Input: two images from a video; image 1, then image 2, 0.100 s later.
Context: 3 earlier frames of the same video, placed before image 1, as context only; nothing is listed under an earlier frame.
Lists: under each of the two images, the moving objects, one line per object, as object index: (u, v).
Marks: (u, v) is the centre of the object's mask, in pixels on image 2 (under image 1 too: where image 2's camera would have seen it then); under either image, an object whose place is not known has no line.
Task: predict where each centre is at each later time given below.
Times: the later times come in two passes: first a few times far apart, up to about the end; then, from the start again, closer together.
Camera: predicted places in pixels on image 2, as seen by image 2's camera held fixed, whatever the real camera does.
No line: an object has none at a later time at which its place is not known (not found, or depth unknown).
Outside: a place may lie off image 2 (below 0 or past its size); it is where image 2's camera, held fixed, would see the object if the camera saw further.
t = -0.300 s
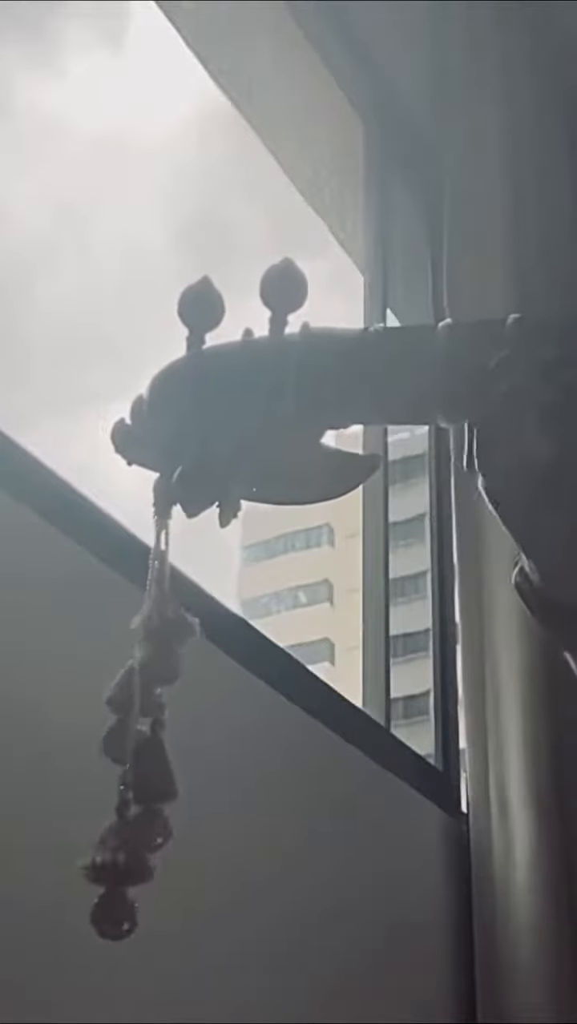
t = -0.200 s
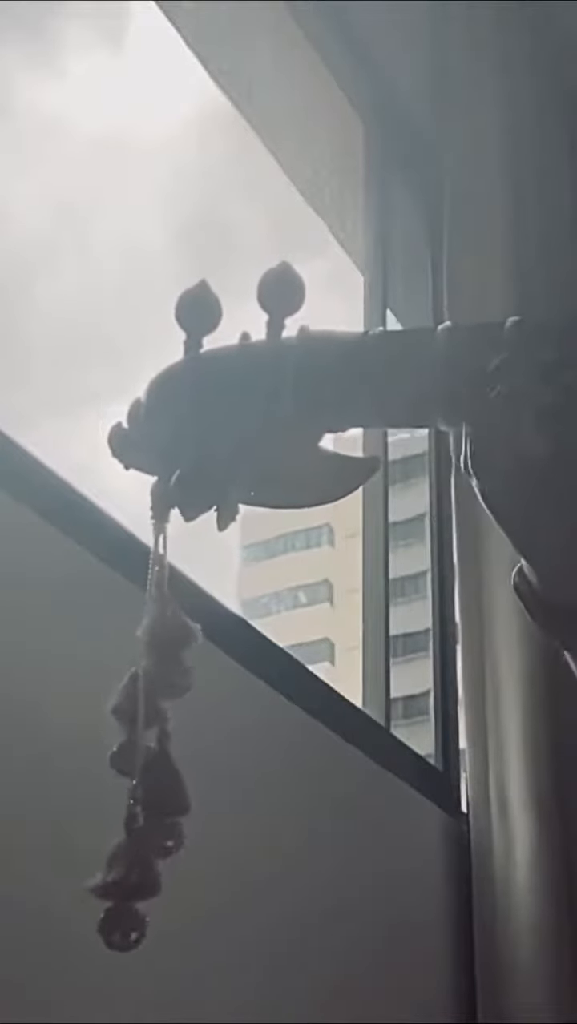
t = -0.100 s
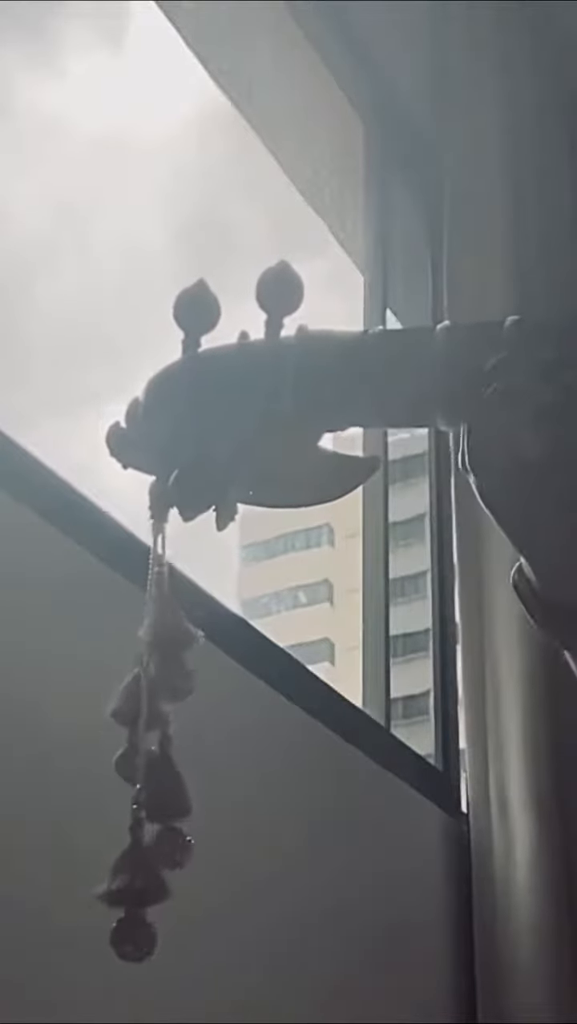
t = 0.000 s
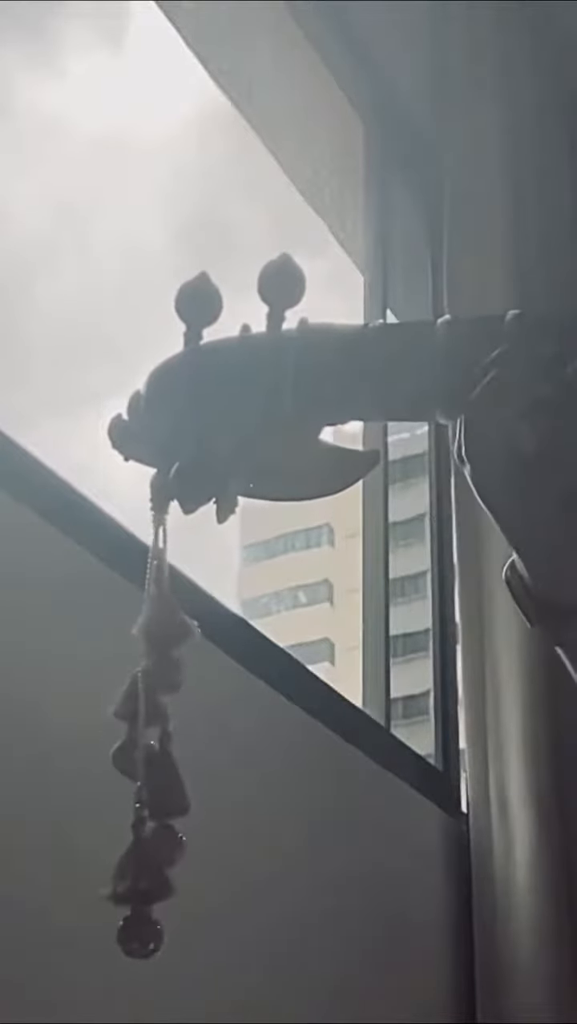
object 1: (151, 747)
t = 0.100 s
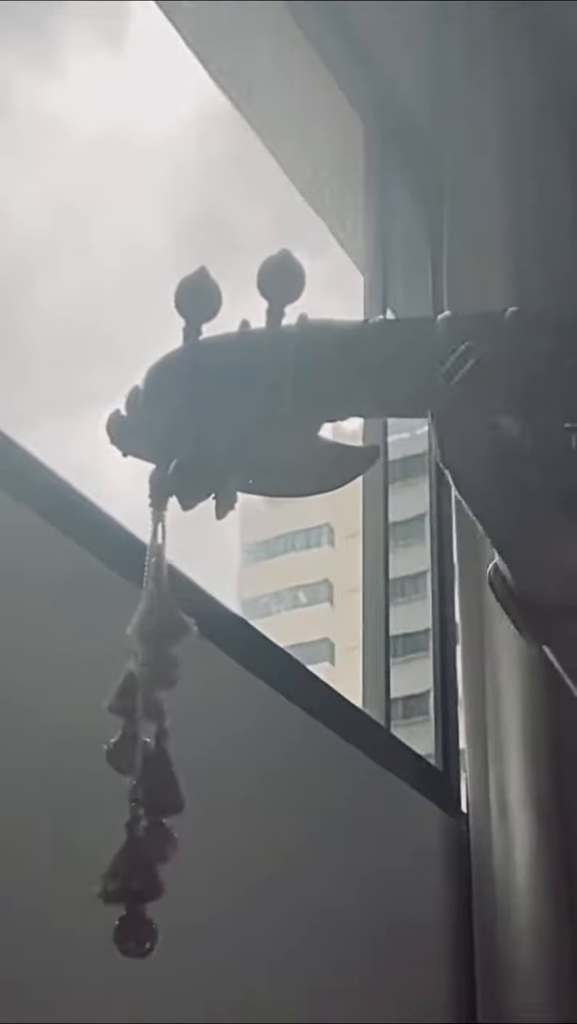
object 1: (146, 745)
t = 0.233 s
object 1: (138, 744)
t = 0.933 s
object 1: (144, 747)
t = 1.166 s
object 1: (137, 742)
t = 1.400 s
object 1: (134, 732)
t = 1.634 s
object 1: (140, 742)
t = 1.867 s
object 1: (144, 750)
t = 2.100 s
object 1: (137, 744)
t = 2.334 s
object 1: (135, 734)
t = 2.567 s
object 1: (143, 747)
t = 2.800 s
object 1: (143, 748)
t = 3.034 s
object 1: (138, 741)
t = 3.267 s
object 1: (137, 736)
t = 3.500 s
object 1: (142, 745)
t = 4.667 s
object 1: (144, 748)
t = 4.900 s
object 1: (145, 737)
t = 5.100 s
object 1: (142, 727)
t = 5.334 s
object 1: (138, 739)
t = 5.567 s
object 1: (146, 744)
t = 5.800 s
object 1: (146, 741)
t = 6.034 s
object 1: (136, 734)
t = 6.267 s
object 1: (138, 740)
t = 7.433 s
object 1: (151, 744)
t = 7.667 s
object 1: (155, 744)
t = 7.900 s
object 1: (128, 727)
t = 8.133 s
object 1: (128, 738)
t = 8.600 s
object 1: (153, 736)
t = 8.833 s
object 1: (130, 735)
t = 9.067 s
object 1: (129, 740)
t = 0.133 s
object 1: (144, 744)
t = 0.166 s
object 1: (142, 744)
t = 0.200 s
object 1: (140, 744)
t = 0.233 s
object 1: (138, 744)
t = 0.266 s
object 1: (136, 743)
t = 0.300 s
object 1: (135, 742)
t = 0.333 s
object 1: (134, 742)
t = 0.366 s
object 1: (132, 742)
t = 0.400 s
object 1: (131, 741)
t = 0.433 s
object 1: (131, 741)
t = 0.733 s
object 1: (140, 747)
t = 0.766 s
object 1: (142, 747)
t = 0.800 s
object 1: (143, 748)
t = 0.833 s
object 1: (144, 749)
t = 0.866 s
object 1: (144, 747)
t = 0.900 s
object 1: (144, 748)
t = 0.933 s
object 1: (144, 747)
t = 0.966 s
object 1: (144, 745)
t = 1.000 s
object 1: (144, 744)
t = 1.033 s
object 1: (144, 745)
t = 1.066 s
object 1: (143, 745)
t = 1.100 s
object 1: (142, 744)
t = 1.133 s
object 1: (140, 743)
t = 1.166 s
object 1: (137, 742)
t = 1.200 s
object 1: (136, 740)
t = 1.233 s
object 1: (135, 738)
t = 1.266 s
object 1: (134, 737)
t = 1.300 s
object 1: (133, 736)
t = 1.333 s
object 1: (134, 735)
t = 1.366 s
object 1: (134, 734)
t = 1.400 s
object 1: (134, 732)
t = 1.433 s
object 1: (134, 733)
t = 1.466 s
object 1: (134, 735)
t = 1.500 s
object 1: (134, 735)
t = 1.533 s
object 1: (135, 737)
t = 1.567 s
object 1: (136, 739)
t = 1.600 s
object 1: (138, 740)
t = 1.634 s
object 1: (140, 742)
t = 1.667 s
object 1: (142, 744)
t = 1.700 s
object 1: (144, 746)
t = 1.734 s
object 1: (145, 748)
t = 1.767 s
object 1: (146, 750)
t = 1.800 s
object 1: (146, 749)
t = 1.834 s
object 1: (145, 750)
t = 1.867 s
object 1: (144, 750)
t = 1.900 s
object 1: (143, 749)
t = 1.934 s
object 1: (143, 748)
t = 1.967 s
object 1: (142, 749)
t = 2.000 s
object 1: (141, 748)
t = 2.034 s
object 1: (140, 747)
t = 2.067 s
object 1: (138, 747)
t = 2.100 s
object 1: (137, 744)
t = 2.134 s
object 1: (136, 741)
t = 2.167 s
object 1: (135, 741)
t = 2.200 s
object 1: (135, 738)
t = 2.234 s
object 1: (135, 736)
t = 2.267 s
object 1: (135, 736)
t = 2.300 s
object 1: (135, 734)
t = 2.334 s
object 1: (135, 734)
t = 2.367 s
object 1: (136, 734)
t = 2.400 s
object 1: (136, 736)
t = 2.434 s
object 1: (138, 738)
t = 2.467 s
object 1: (139, 742)
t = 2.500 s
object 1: (141, 744)
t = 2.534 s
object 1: (142, 746)
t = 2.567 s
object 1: (143, 747)
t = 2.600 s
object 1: (143, 747)
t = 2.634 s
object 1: (143, 748)
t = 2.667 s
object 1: (144, 748)
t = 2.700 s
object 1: (143, 748)
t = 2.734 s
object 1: (143, 748)
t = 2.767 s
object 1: (143, 748)
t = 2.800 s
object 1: (143, 748)
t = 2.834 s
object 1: (143, 748)
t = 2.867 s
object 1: (142, 749)
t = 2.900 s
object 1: (142, 748)
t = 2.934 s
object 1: (141, 747)
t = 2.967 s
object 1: (140, 746)
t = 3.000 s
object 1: (139, 745)
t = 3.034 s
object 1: (138, 741)
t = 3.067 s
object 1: (137, 739)
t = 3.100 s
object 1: (137, 737)
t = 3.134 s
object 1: (137, 736)
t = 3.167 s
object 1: (137, 737)
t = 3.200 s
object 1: (137, 736)
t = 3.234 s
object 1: (137, 736)
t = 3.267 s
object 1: (137, 736)
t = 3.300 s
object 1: (136, 736)
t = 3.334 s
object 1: (137, 737)
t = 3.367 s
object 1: (138, 739)
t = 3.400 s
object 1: (139, 741)
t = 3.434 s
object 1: (140, 744)
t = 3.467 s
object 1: (142, 744)
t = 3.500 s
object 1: (142, 745)
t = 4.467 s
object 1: (141, 749)
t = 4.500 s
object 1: (141, 750)
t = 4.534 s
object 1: (141, 749)
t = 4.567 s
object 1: (141, 749)
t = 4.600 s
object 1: (142, 749)
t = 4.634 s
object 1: (144, 749)
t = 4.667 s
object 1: (144, 748)
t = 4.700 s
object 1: (145, 747)
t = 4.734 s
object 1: (145, 746)
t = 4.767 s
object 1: (145, 745)
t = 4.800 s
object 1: (146, 744)
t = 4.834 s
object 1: (146, 742)
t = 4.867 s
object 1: (145, 740)
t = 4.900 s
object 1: (145, 737)
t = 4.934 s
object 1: (144, 736)
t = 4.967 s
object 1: (144, 732)
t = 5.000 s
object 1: (143, 730)
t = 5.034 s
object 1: (143, 728)
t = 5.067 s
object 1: (142, 727)
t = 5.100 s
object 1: (142, 727)
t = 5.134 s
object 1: (140, 726)
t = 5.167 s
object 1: (138, 726)
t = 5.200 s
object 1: (136, 729)
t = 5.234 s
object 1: (136, 730)
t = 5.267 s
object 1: (136, 733)
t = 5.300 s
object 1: (137, 736)
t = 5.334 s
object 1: (138, 739)
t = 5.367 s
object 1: (138, 742)
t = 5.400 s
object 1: (139, 742)
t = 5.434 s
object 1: (140, 743)
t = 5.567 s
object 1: (146, 744)
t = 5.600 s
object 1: (147, 745)
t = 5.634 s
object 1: (147, 745)
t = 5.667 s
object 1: (147, 745)
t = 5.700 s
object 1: (146, 743)
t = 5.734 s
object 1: (146, 742)
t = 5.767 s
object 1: (146, 741)
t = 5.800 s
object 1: (146, 741)
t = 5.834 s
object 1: (146, 739)
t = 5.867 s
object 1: (144, 737)
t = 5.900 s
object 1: (142, 737)
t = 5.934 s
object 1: (141, 735)
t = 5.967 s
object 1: (139, 734)
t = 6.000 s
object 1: (137, 735)
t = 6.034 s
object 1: (136, 734)
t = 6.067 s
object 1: (136, 732)
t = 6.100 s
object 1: (135, 732)
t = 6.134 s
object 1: (134, 732)
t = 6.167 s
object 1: (134, 734)
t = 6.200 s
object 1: (134, 737)
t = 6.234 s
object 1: (136, 740)
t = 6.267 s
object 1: (138, 740)
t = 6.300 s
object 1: (139, 742)
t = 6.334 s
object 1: (141, 742)
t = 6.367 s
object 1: (143, 742)
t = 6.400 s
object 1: (144, 742)
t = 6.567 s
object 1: (158, 743)
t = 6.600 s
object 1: (161, 741)
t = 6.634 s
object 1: (162, 741)
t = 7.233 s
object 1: (133, 739)
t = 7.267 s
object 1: (136, 740)
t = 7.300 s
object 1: (139, 742)
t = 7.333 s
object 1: (142, 744)
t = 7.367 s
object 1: (145, 744)
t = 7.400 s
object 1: (148, 745)
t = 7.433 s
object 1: (151, 744)
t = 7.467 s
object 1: (154, 746)
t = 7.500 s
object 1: (156, 746)
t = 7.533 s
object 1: (158, 747)
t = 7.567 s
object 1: (158, 746)
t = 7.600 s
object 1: (158, 743)
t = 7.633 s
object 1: (157, 744)
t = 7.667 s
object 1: (155, 744)
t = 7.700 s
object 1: (153, 745)
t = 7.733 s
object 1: (149, 743)
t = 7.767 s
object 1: (144, 742)
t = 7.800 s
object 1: (140, 738)
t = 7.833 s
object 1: (134, 734)
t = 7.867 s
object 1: (130, 730)
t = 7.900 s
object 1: (128, 727)
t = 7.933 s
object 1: (125, 728)
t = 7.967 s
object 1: (123, 728)
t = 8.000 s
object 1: (122, 730)
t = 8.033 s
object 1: (122, 732)
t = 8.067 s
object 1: (122, 735)
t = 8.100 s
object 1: (124, 739)
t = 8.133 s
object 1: (128, 738)
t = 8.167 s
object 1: (133, 741)
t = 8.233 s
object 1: (142, 742)
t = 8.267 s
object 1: (147, 742)
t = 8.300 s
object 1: (148, 742)
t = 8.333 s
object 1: (150, 741)
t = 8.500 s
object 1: (158, 741)
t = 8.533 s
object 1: (158, 740)
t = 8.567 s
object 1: (156, 737)
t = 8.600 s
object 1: (153, 736)
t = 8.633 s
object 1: (151, 735)
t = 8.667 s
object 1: (147, 735)
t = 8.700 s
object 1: (143, 735)
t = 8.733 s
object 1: (139, 736)
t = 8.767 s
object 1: (136, 737)
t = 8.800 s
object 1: (133, 736)
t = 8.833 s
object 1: (130, 735)
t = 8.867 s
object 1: (129, 733)
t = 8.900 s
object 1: (128, 733)
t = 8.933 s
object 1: (127, 733)
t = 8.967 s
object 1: (127, 736)
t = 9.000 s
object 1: (127, 737)
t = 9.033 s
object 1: (127, 738)
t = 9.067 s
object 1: (129, 740)
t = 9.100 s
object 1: (132, 741)
